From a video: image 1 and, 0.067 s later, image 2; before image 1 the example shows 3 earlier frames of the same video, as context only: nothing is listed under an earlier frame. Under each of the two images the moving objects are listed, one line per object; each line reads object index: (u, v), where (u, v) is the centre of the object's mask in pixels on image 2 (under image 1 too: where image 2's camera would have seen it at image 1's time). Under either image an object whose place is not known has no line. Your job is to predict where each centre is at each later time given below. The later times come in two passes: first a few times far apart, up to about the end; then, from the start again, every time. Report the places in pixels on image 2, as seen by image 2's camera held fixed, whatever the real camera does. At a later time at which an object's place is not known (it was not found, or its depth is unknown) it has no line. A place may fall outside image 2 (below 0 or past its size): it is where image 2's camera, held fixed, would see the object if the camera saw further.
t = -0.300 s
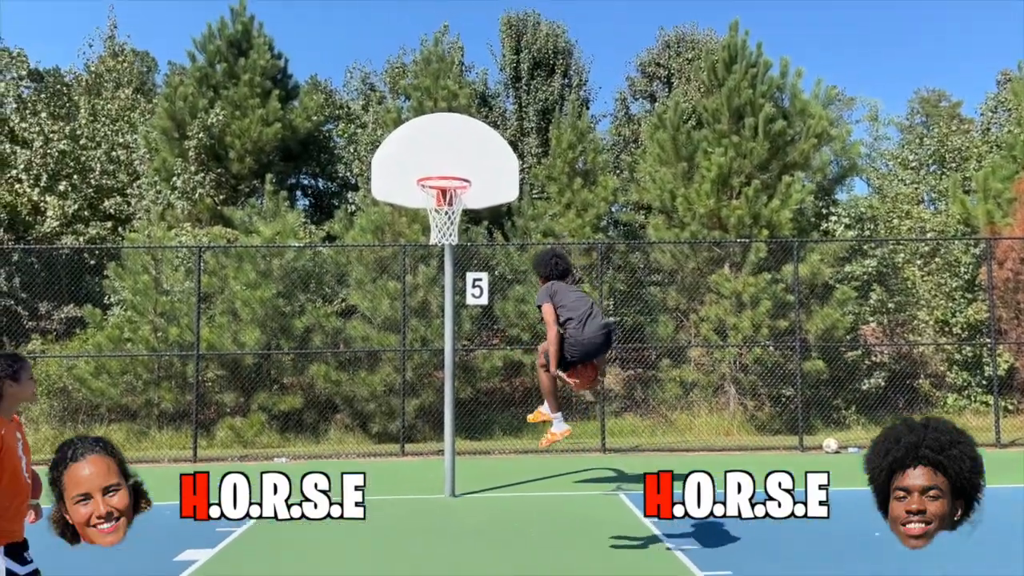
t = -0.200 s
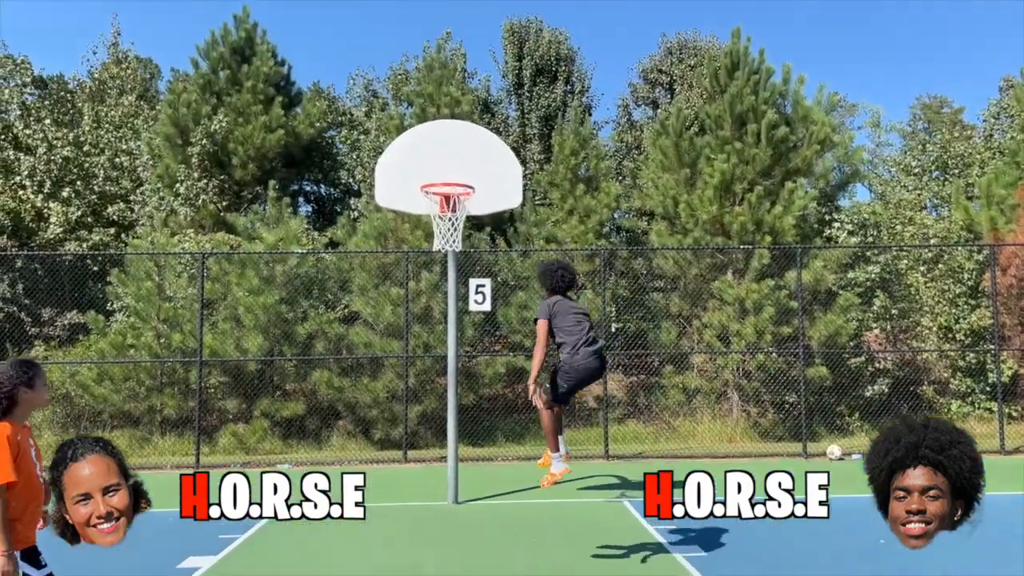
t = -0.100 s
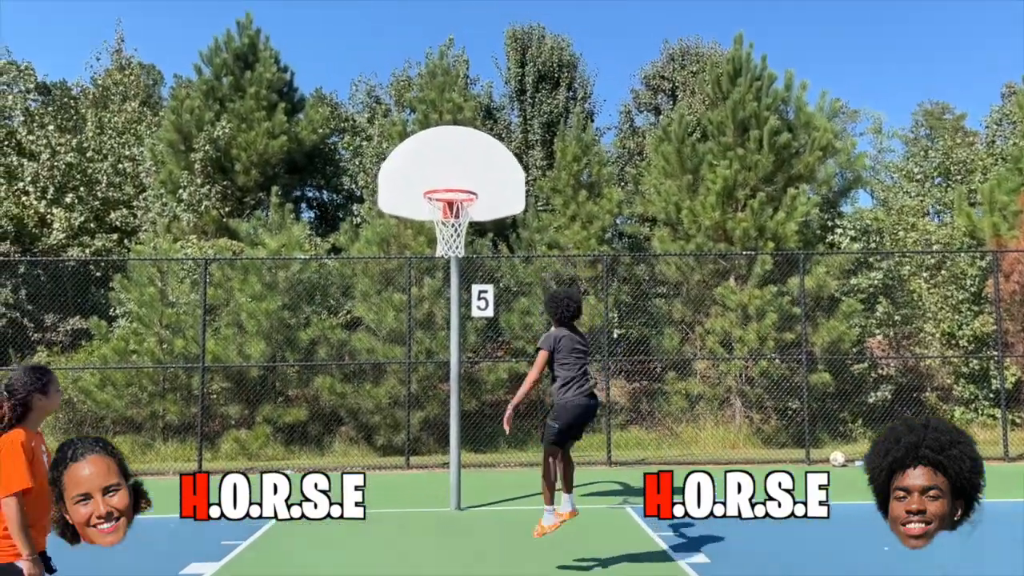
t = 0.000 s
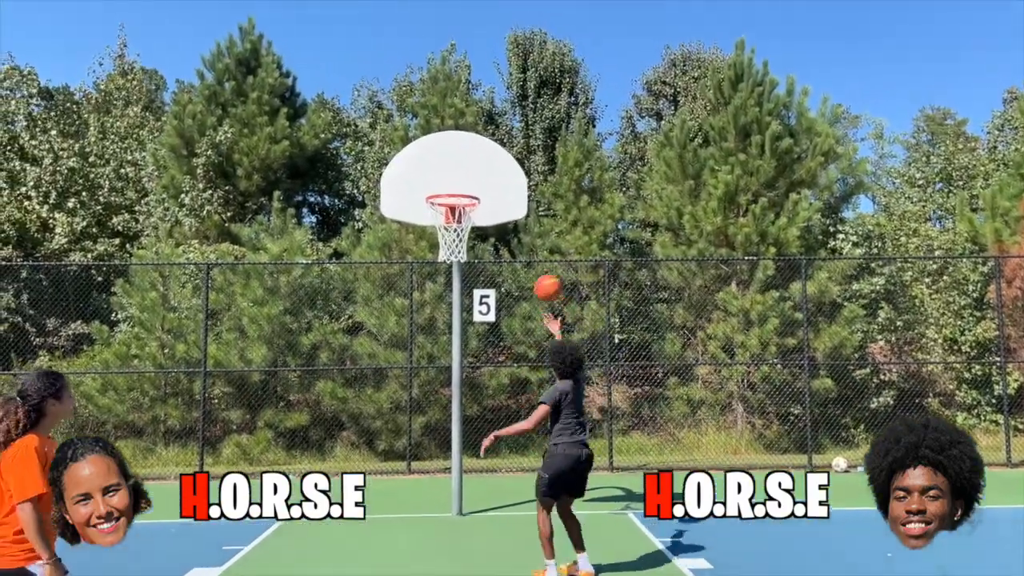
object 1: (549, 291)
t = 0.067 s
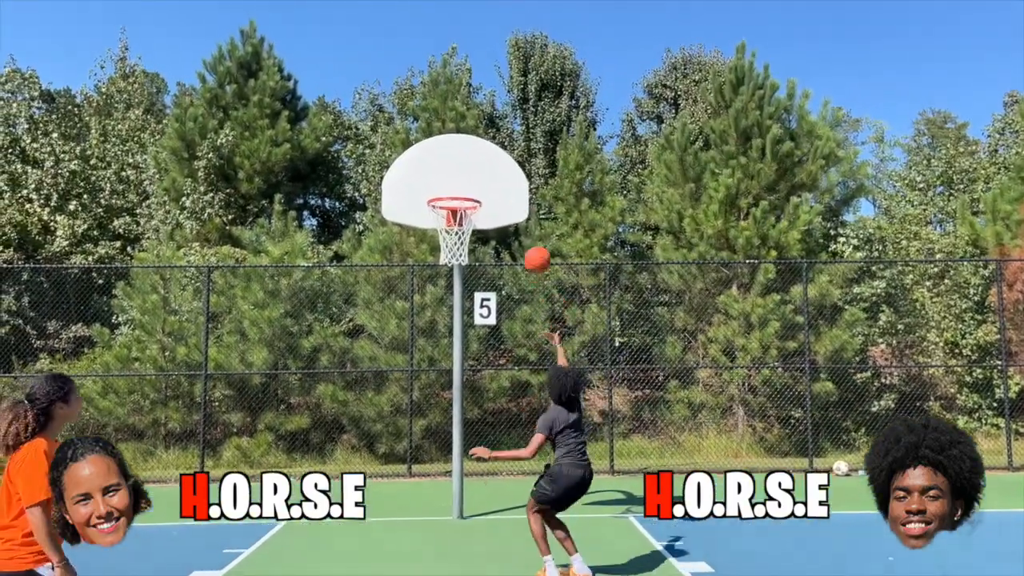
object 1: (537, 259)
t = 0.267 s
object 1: (506, 199)
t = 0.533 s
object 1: (471, 167)
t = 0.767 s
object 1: (441, 184)
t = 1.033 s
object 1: (451, 183)
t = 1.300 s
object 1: (457, 232)
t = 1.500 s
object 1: (456, 278)
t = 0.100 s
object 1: (532, 247)
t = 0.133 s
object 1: (526, 234)
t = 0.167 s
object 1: (521, 224)
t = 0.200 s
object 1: (516, 214)
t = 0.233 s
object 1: (511, 206)
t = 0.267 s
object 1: (506, 199)
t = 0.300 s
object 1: (501, 194)
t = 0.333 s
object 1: (496, 189)
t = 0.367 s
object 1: (491, 186)
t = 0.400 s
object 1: (486, 184)
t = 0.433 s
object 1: (482, 178)
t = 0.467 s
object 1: (478, 173)
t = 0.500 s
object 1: (474, 170)
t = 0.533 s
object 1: (471, 167)
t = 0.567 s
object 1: (467, 166)
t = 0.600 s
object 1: (463, 166)
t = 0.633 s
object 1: (459, 168)
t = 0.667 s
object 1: (454, 170)
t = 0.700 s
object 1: (450, 174)
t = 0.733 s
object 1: (446, 178)
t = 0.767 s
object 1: (441, 184)
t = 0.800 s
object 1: (441, 183)
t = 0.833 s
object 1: (443, 180)
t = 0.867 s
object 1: (444, 177)
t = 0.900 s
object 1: (446, 176)
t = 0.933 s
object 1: (447, 176)
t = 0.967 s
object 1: (448, 177)
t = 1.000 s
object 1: (450, 179)
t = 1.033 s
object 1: (451, 183)
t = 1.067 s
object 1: (452, 186)
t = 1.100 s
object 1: (453, 189)
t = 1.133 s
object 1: (453, 199)
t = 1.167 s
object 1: (455, 208)
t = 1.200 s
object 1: (457, 217)
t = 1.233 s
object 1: (456, 222)
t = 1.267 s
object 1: (458, 227)
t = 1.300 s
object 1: (457, 232)
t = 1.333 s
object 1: (457, 243)
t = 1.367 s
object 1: (456, 247)
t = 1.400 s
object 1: (454, 254)
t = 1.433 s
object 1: (456, 261)
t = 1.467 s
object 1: (455, 268)
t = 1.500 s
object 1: (456, 278)
